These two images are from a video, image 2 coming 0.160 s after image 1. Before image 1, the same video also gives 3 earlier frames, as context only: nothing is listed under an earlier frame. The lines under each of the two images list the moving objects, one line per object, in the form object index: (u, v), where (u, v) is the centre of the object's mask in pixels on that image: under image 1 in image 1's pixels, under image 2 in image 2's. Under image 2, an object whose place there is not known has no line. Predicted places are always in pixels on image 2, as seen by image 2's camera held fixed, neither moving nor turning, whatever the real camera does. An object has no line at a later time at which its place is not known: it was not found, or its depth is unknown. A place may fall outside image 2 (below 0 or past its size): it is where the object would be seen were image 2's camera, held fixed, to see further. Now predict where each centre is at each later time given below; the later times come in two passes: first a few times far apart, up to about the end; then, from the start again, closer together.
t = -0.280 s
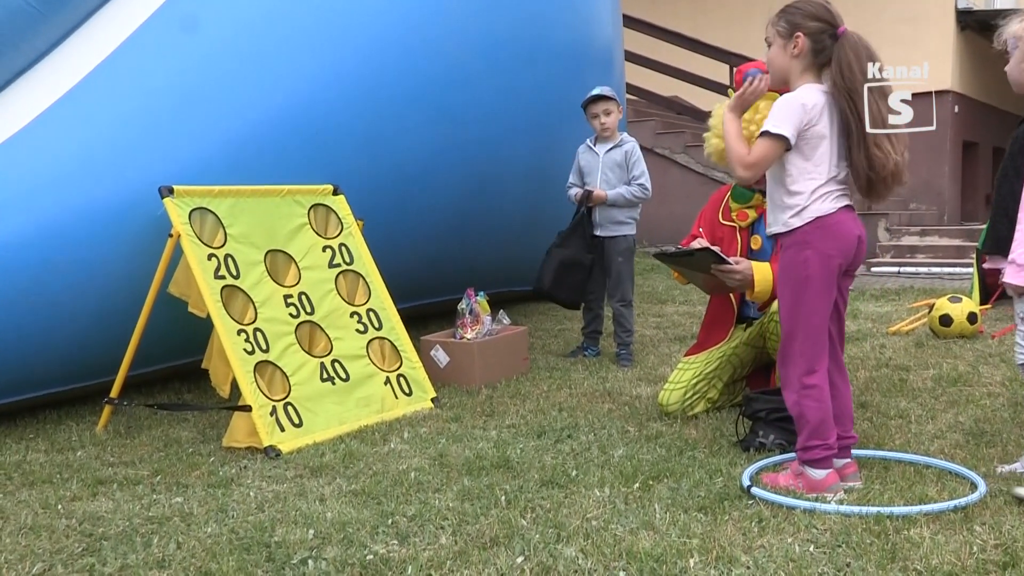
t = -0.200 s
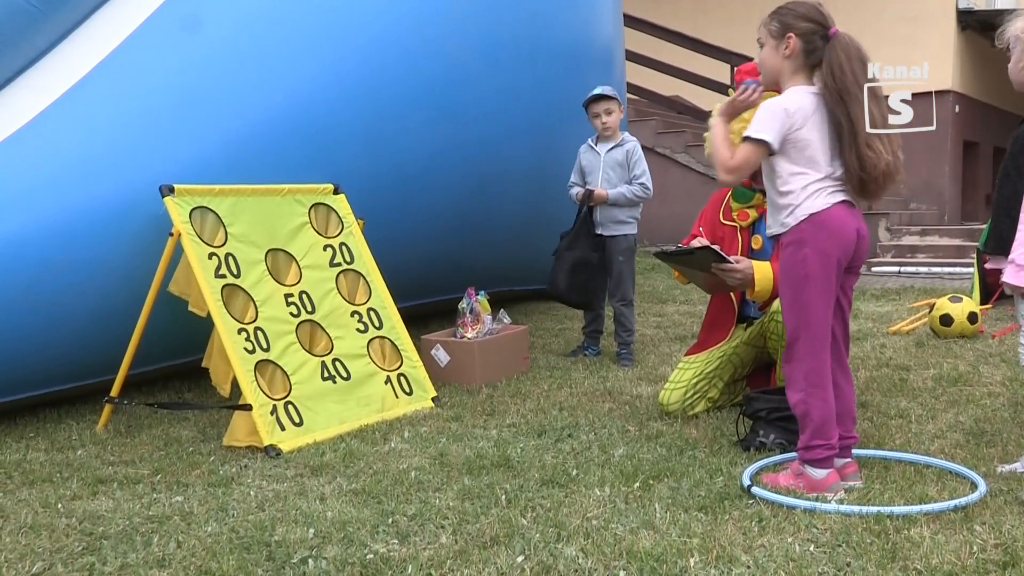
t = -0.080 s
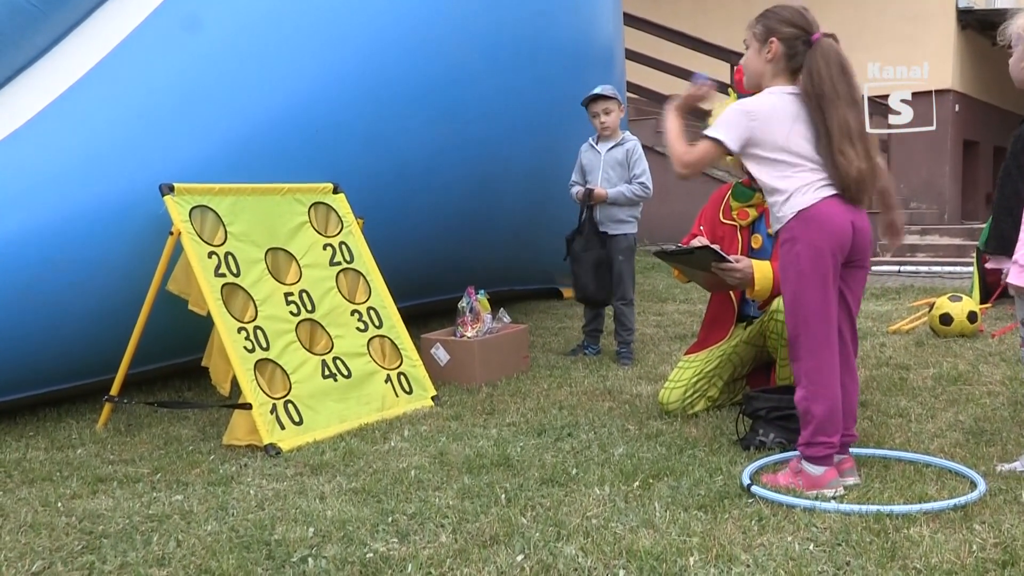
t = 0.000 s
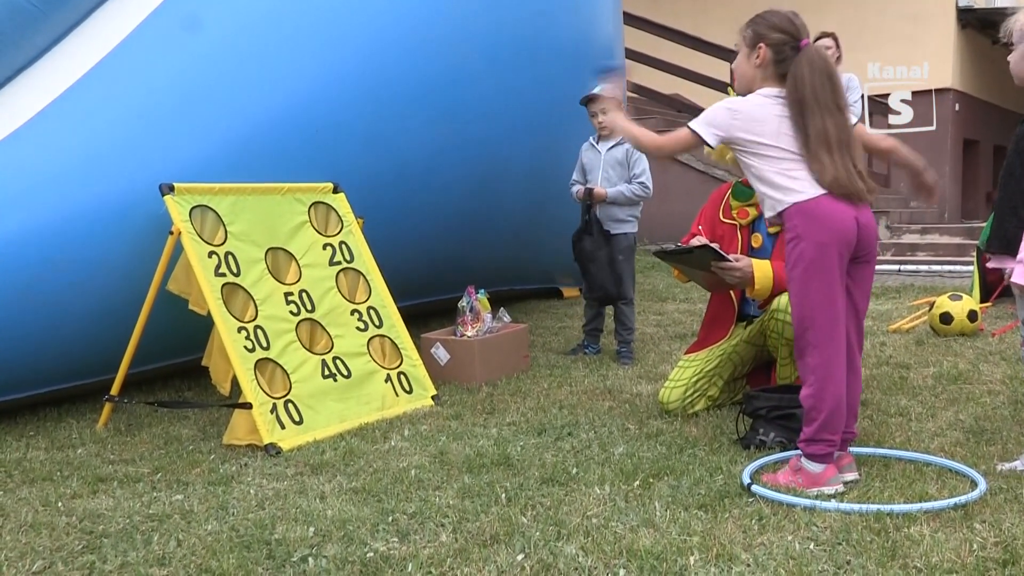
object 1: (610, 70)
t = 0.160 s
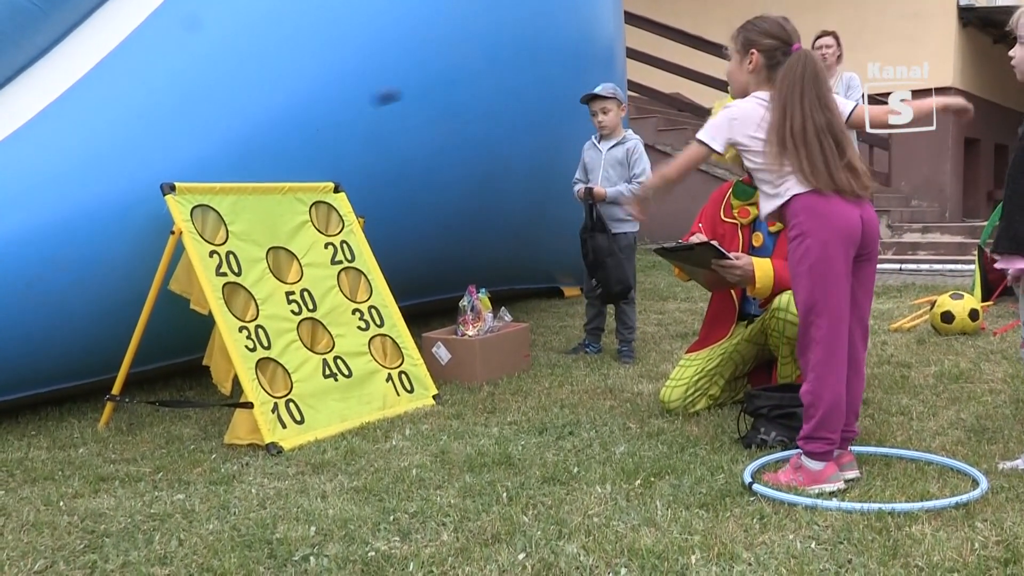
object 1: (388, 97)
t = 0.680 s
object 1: (339, 445)
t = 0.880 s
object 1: (390, 452)
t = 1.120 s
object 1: (448, 476)
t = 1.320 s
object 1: (491, 499)
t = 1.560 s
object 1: (508, 503)
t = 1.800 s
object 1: (507, 503)
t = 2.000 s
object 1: (507, 503)
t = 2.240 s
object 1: (507, 503)
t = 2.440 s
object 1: (507, 503)
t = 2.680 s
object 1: (507, 503)
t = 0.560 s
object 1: (313, 338)
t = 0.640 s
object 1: (330, 447)
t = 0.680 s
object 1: (339, 445)
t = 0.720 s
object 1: (348, 436)
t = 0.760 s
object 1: (358, 433)
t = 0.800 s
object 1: (368, 434)
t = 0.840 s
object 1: (378, 440)
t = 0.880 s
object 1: (390, 452)
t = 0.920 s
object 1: (403, 471)
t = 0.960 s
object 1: (414, 481)
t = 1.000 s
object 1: (422, 472)
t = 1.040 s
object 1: (430, 468)
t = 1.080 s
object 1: (438, 469)
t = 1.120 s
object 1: (448, 476)
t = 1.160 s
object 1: (457, 490)
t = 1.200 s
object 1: (466, 498)
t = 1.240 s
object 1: (475, 498)
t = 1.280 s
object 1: (483, 497)
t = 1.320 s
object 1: (491, 499)
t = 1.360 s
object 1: (497, 500)
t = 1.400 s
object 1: (501, 500)
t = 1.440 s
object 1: (503, 501)
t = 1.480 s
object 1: (507, 503)
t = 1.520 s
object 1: (508, 503)
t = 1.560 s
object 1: (508, 503)
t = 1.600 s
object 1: (508, 503)
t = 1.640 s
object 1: (507, 503)
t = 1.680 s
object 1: (507, 503)
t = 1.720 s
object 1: (507, 503)
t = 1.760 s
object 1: (507, 503)
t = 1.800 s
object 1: (507, 503)
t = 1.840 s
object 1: (507, 503)
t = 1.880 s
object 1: (507, 503)
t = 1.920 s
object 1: (507, 503)
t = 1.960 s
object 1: (507, 503)
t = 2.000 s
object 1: (507, 503)
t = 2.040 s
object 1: (507, 503)
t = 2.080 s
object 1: (508, 503)
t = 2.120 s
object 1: (507, 503)
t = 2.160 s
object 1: (507, 503)
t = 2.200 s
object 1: (507, 503)
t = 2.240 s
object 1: (507, 503)
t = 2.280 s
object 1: (507, 503)
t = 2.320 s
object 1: (507, 503)
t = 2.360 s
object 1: (507, 503)
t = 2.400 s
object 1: (507, 503)
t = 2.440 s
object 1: (507, 503)
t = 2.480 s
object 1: (507, 503)
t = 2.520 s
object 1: (507, 503)
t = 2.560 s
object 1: (507, 503)
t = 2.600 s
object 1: (507, 503)
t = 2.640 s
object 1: (507, 503)
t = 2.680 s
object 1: (507, 503)
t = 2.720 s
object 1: (507, 503)
